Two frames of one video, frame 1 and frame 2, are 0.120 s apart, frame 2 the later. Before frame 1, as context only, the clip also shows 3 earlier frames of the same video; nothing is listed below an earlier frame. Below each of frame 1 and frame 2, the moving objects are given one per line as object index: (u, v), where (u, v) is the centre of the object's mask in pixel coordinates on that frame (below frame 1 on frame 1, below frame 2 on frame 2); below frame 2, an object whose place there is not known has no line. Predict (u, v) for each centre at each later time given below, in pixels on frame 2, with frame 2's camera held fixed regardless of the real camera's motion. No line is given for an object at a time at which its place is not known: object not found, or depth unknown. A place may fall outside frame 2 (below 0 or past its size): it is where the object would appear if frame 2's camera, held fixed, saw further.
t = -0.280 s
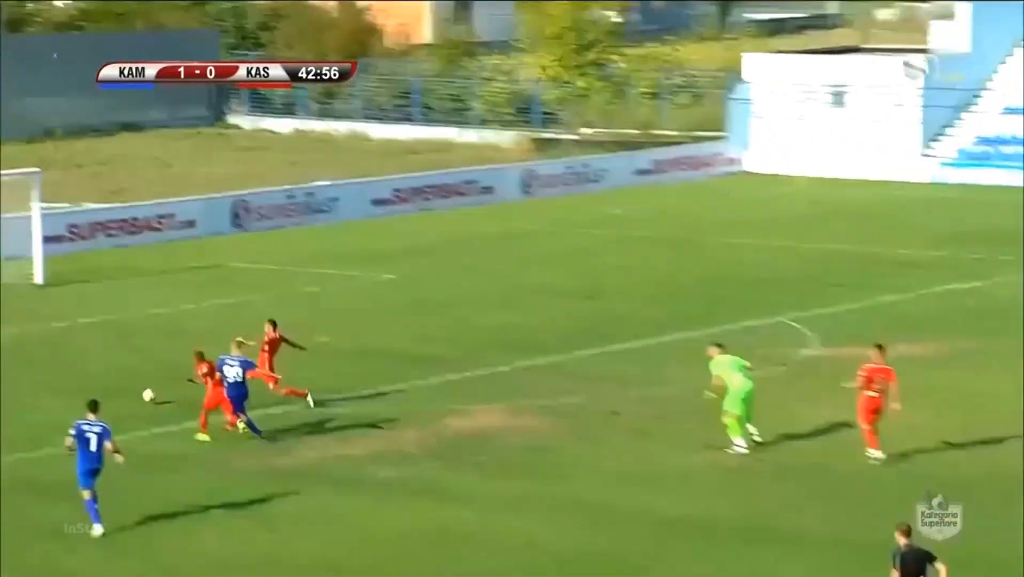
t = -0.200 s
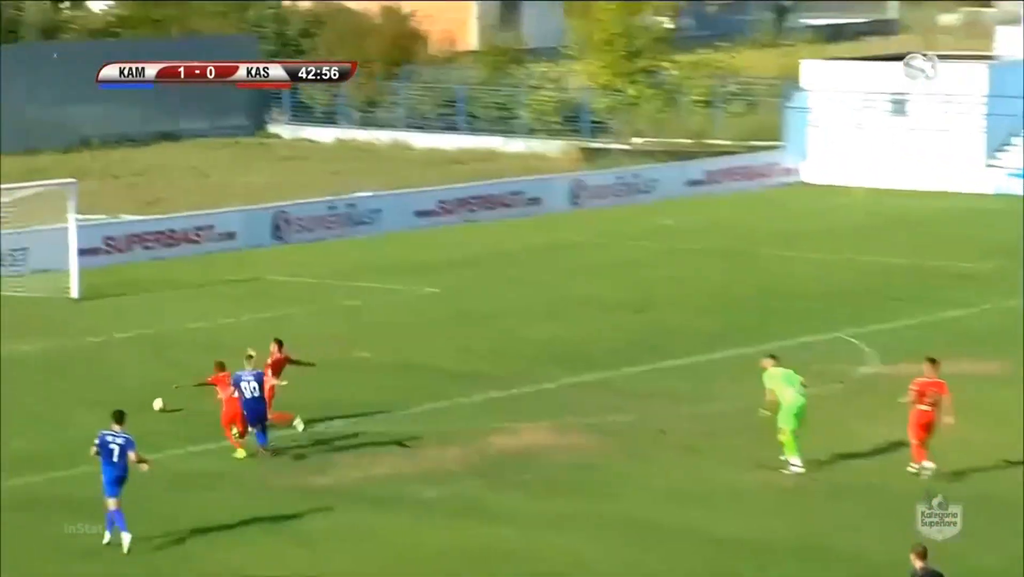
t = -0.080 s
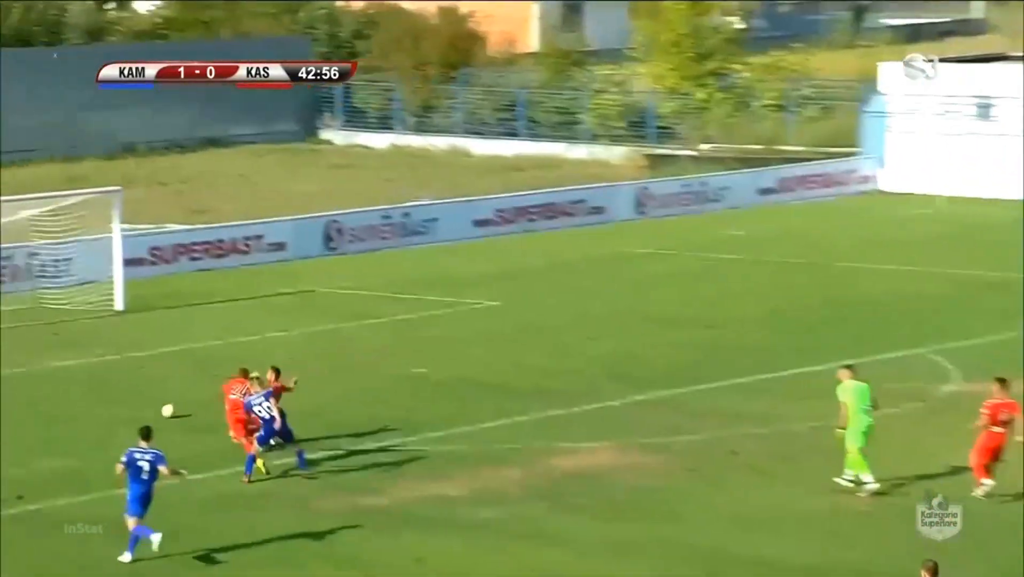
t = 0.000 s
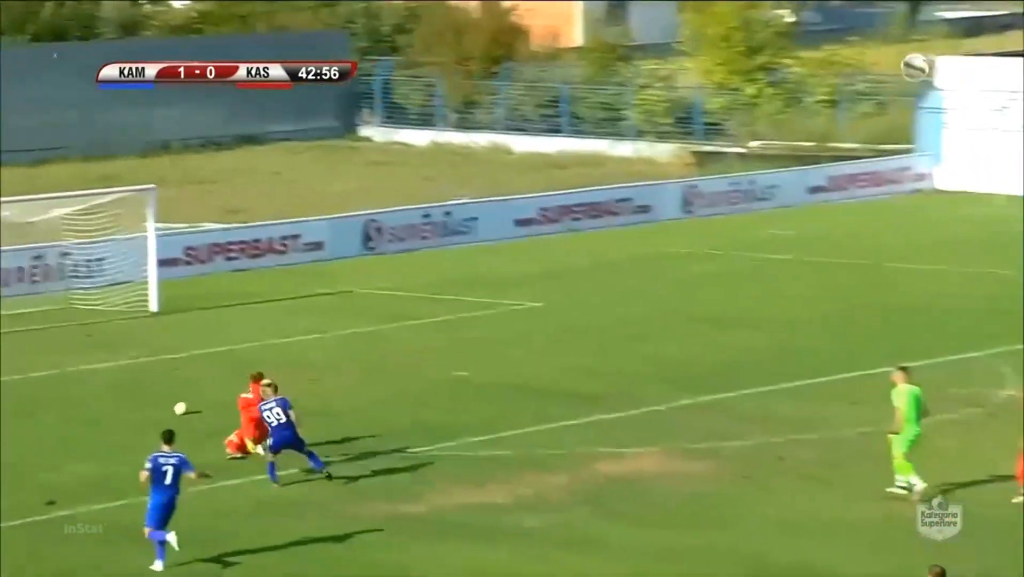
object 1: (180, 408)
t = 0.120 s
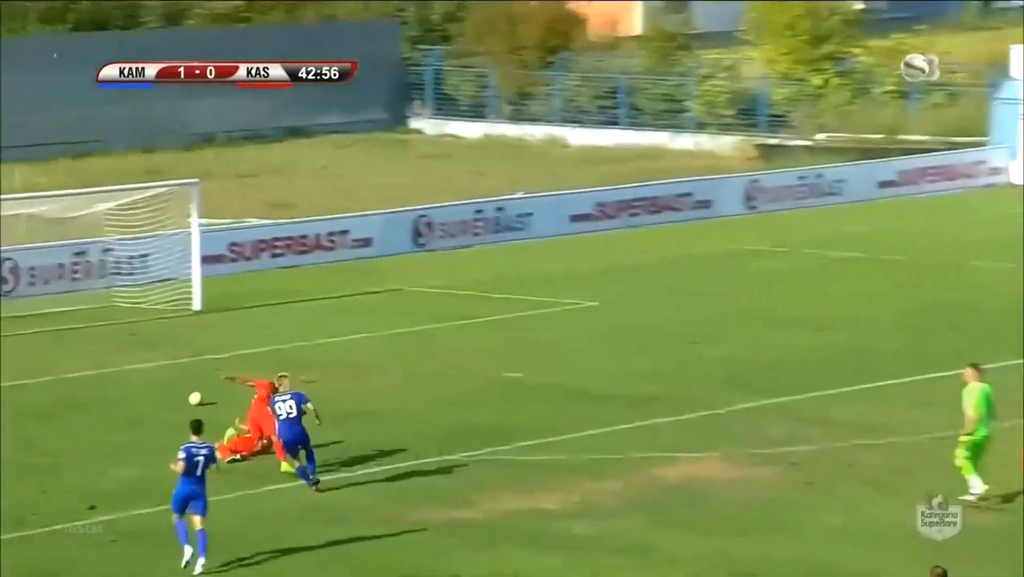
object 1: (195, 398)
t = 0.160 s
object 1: (185, 396)
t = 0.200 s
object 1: (177, 392)
